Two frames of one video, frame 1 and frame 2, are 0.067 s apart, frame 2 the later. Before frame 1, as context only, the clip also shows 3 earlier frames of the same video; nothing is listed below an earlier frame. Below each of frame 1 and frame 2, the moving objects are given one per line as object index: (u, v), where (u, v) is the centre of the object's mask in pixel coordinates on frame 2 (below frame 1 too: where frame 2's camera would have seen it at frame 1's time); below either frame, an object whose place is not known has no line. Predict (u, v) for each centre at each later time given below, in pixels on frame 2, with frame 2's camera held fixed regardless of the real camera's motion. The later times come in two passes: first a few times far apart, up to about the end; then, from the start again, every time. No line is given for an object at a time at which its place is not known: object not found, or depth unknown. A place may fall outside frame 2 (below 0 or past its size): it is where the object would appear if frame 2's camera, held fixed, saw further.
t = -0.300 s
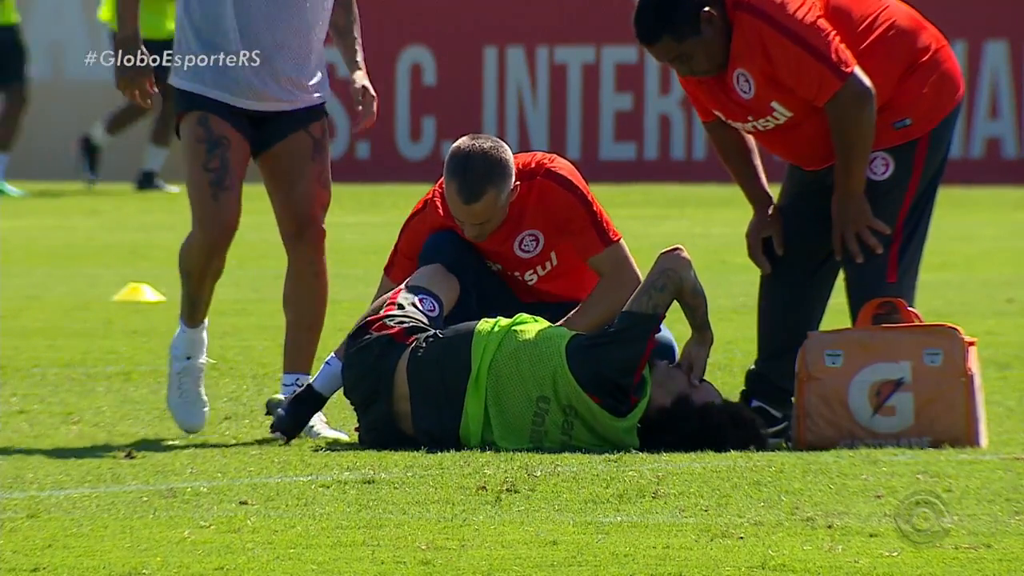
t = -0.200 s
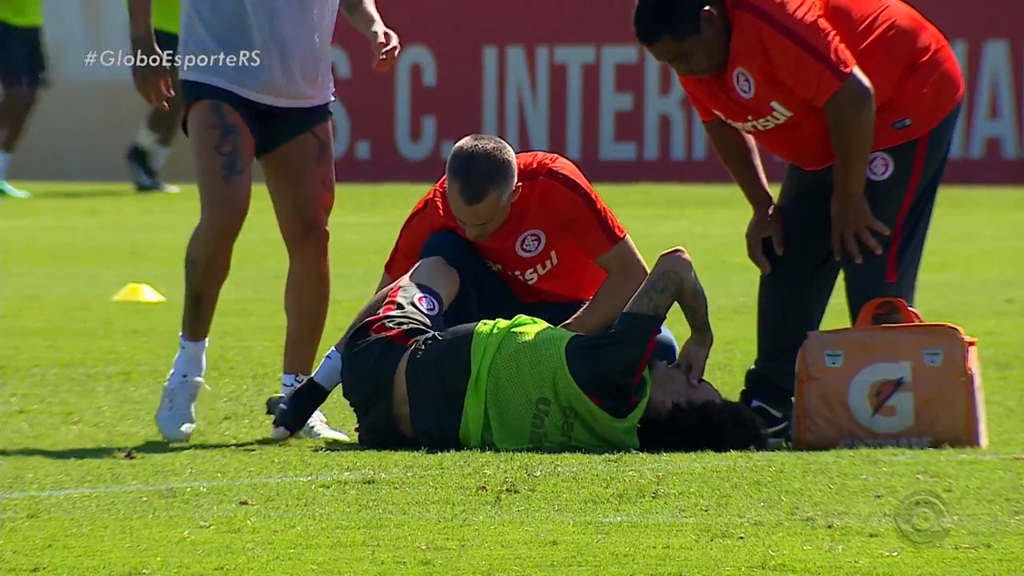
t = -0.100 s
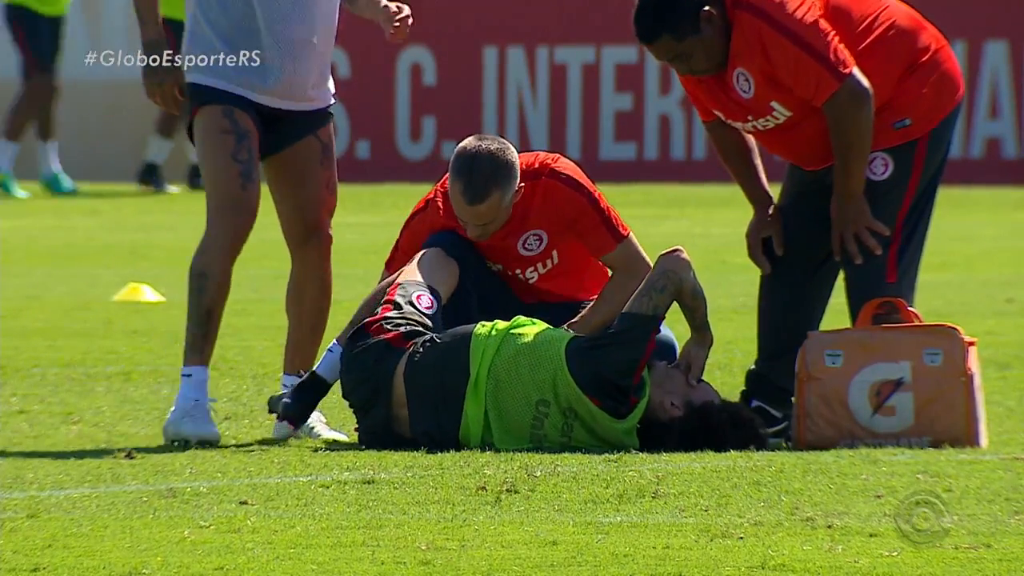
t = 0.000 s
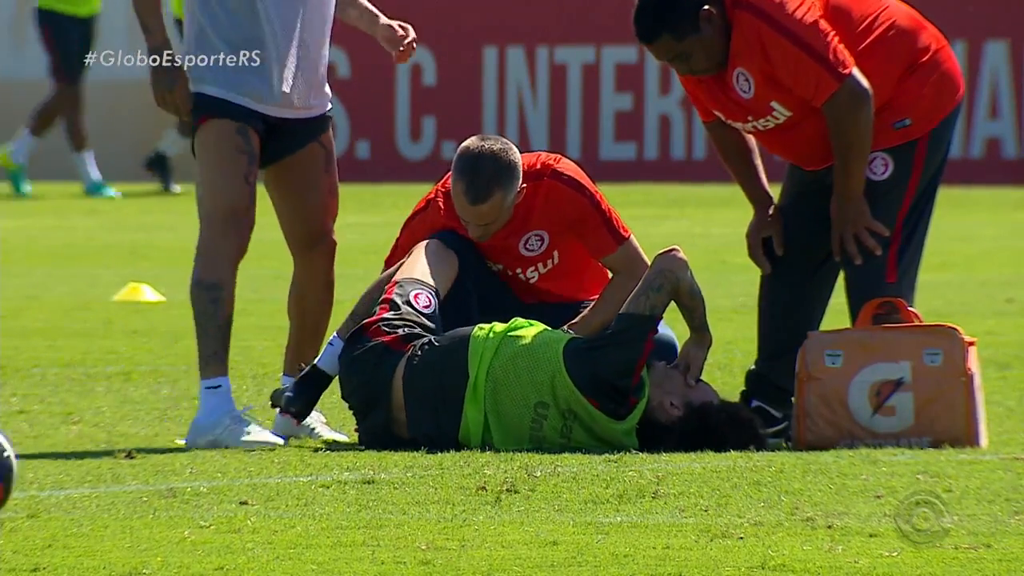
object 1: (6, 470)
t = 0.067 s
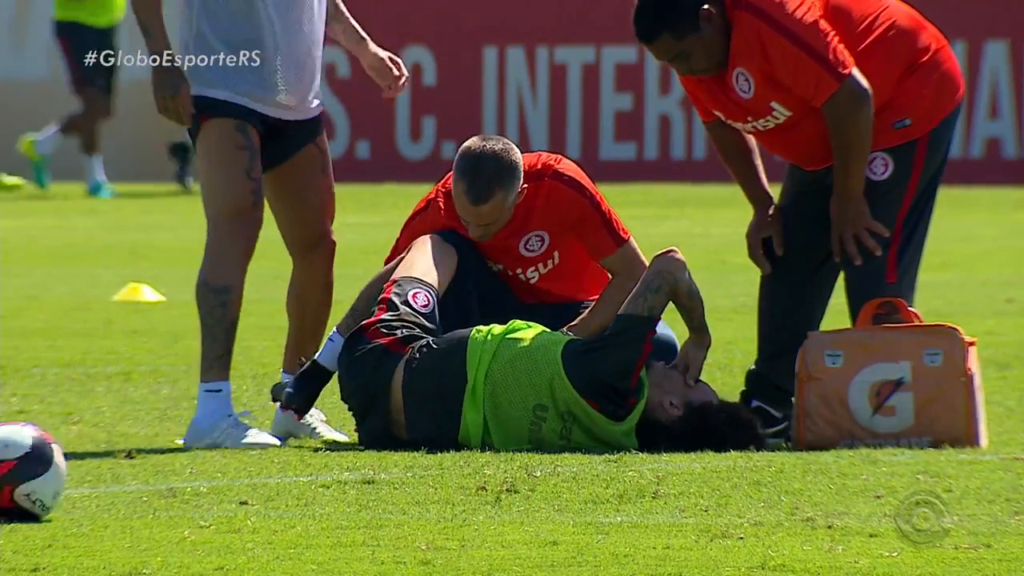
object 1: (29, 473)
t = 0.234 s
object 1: (131, 469)
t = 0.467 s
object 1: (275, 460)
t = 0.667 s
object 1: (378, 460)
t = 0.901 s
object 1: (482, 452)
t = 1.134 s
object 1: (567, 452)
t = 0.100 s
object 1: (41, 470)
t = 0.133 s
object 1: (60, 468)
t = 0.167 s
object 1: (84, 468)
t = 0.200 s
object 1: (107, 469)
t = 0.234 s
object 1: (131, 469)
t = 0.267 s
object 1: (153, 468)
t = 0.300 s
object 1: (175, 466)
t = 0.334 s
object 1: (197, 466)
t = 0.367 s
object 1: (218, 467)
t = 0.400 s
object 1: (239, 467)
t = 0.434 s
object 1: (257, 463)
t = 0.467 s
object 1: (275, 460)
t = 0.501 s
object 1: (293, 460)
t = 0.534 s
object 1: (310, 462)
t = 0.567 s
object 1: (328, 462)
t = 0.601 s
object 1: (344, 460)
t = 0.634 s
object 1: (361, 460)
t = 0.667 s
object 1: (378, 460)
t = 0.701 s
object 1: (394, 460)
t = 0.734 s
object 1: (409, 459)
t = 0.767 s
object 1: (424, 459)
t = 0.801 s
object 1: (440, 459)
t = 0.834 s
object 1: (455, 458)
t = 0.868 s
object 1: (468, 454)
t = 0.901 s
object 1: (482, 452)
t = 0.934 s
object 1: (495, 453)
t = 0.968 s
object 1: (509, 453)
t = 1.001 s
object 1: (522, 454)
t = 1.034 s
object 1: (533, 452)
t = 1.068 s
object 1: (545, 450)
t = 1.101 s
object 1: (556, 451)
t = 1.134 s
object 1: (567, 452)
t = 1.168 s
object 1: (577, 451)
